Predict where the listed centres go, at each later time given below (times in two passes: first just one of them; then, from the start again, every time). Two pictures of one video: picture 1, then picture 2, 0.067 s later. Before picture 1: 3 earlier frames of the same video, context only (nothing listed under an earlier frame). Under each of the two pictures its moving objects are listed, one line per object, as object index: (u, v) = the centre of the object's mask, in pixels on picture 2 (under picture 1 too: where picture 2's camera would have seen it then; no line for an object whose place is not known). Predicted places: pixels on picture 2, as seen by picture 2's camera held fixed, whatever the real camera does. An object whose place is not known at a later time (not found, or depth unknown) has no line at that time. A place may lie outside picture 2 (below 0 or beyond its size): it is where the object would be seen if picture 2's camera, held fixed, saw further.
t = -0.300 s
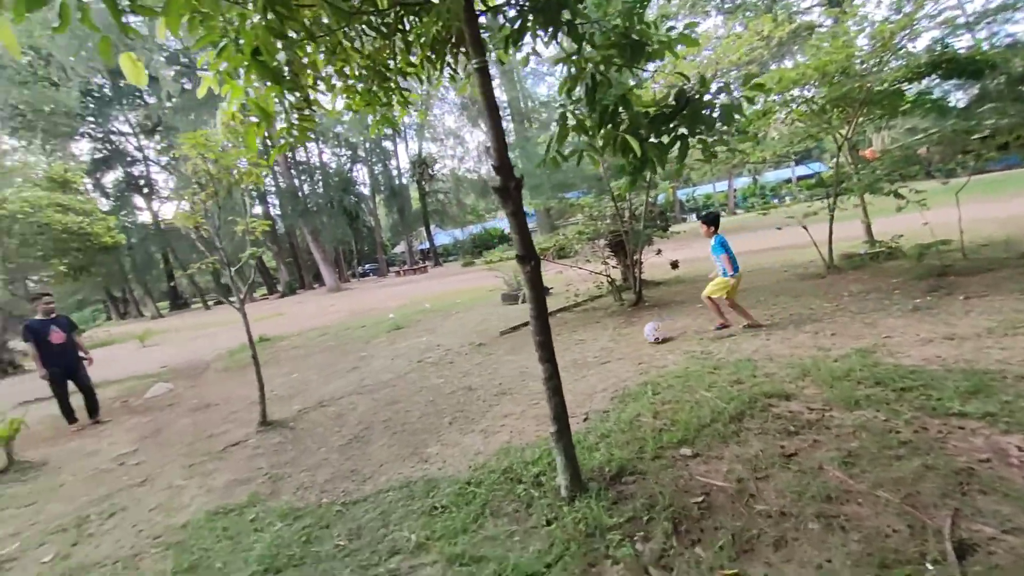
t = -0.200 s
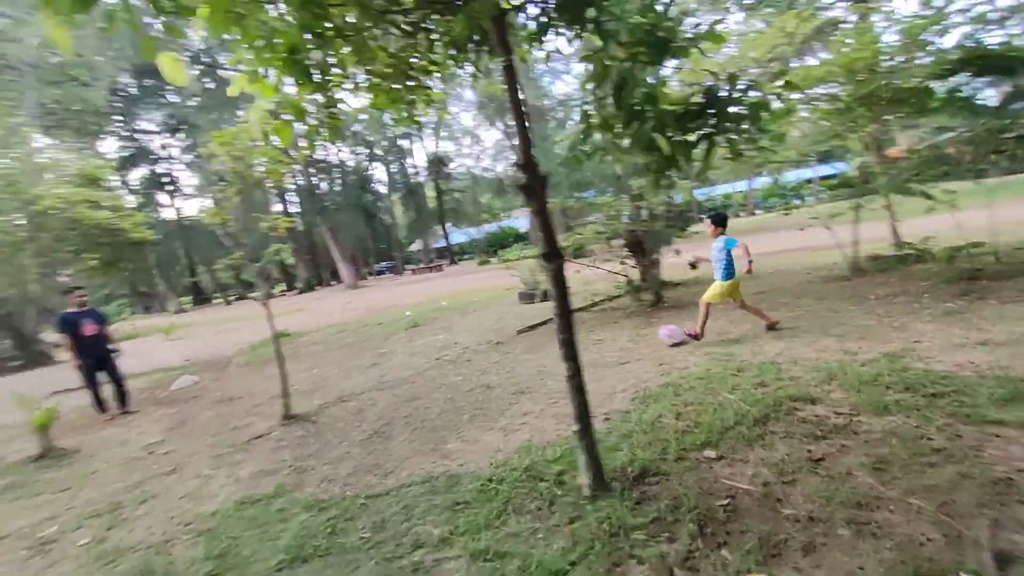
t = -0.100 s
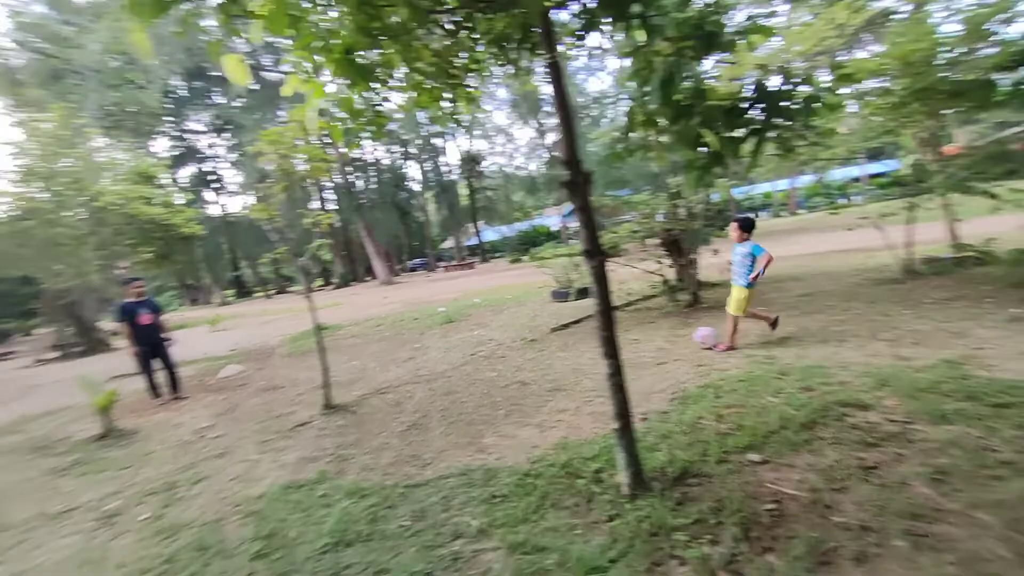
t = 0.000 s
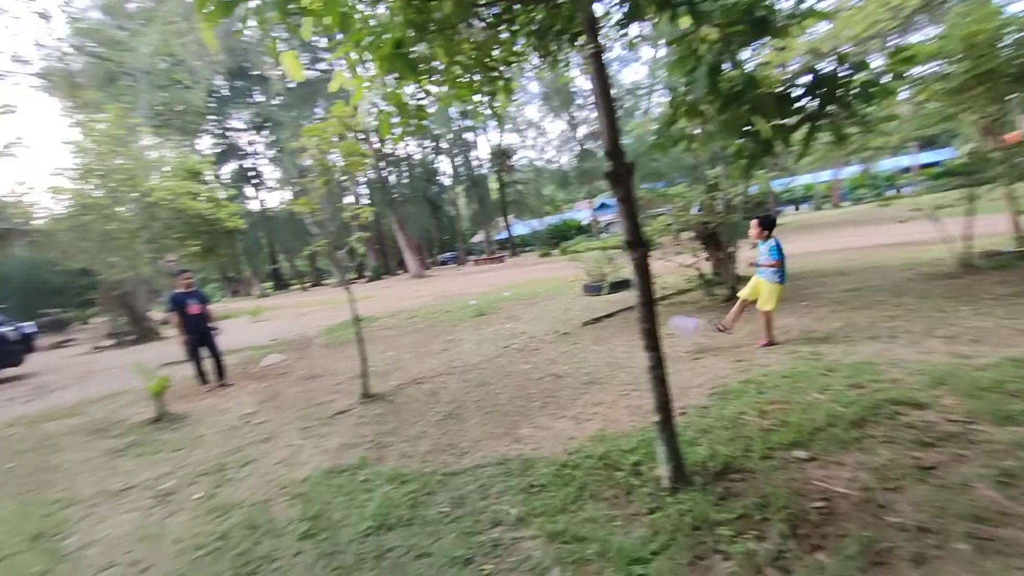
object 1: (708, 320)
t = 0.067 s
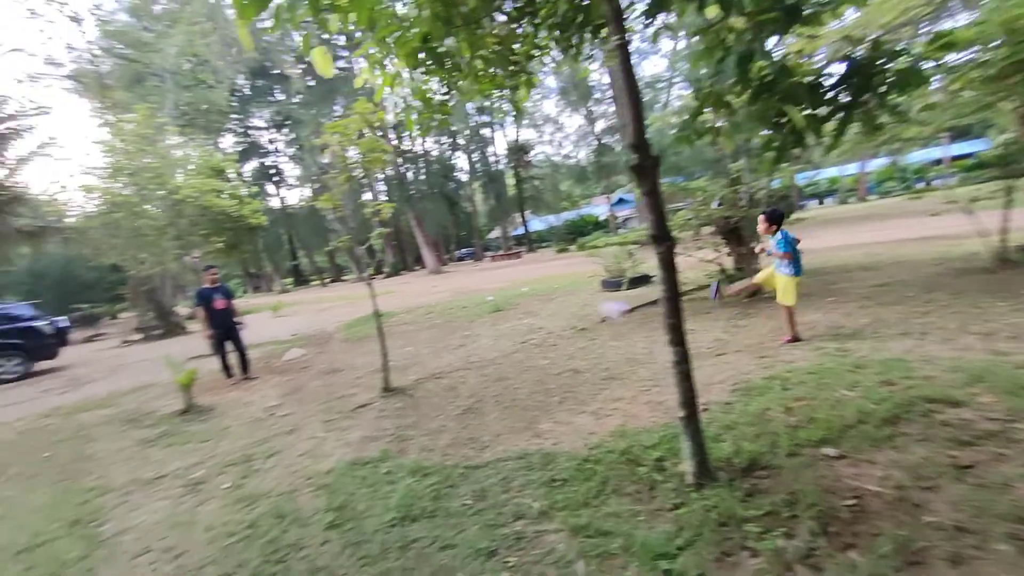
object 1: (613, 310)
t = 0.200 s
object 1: (474, 313)
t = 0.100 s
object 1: (568, 308)
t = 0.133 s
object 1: (533, 307)
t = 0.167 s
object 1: (501, 310)
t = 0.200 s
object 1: (474, 313)
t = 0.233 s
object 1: (450, 317)
